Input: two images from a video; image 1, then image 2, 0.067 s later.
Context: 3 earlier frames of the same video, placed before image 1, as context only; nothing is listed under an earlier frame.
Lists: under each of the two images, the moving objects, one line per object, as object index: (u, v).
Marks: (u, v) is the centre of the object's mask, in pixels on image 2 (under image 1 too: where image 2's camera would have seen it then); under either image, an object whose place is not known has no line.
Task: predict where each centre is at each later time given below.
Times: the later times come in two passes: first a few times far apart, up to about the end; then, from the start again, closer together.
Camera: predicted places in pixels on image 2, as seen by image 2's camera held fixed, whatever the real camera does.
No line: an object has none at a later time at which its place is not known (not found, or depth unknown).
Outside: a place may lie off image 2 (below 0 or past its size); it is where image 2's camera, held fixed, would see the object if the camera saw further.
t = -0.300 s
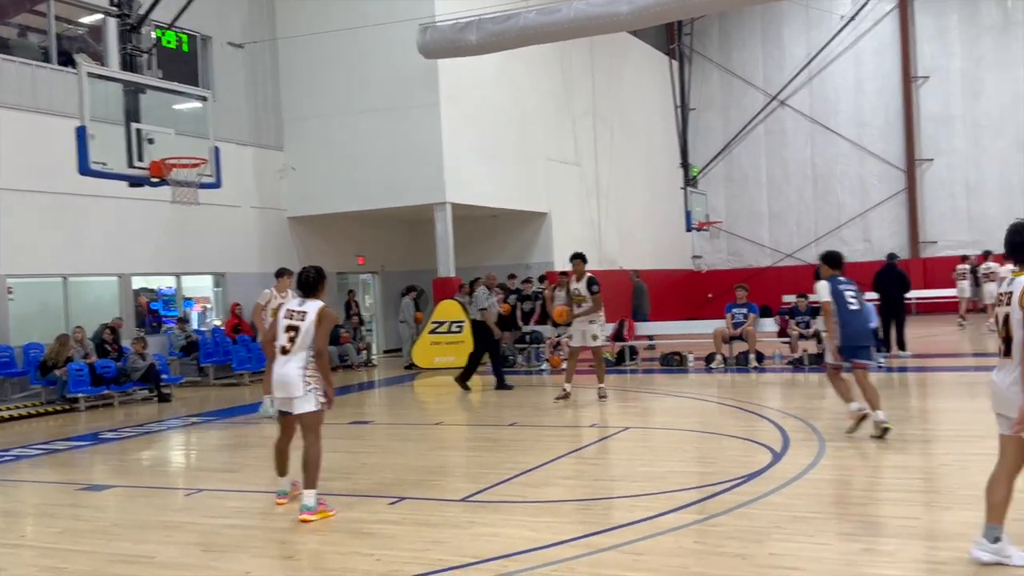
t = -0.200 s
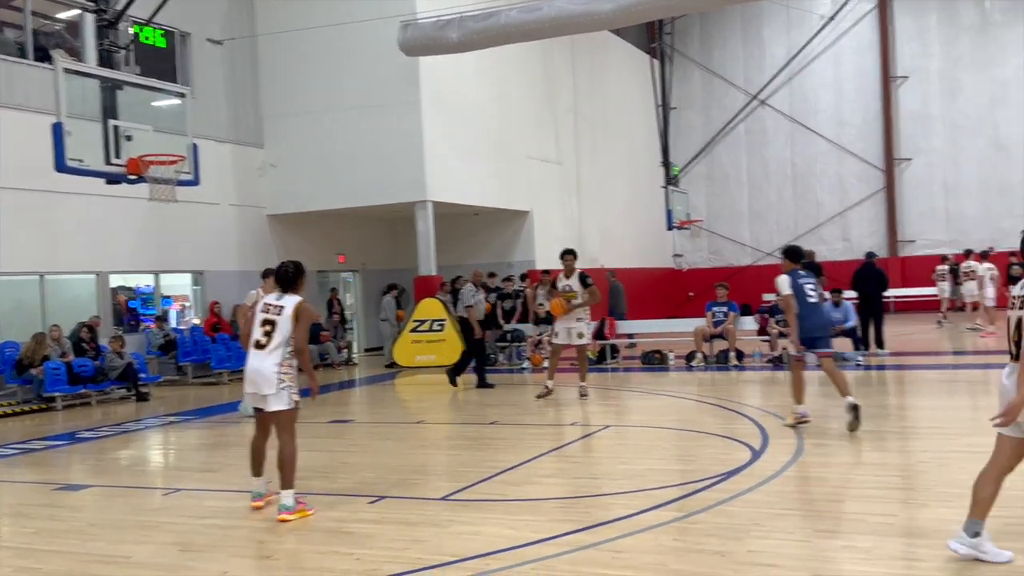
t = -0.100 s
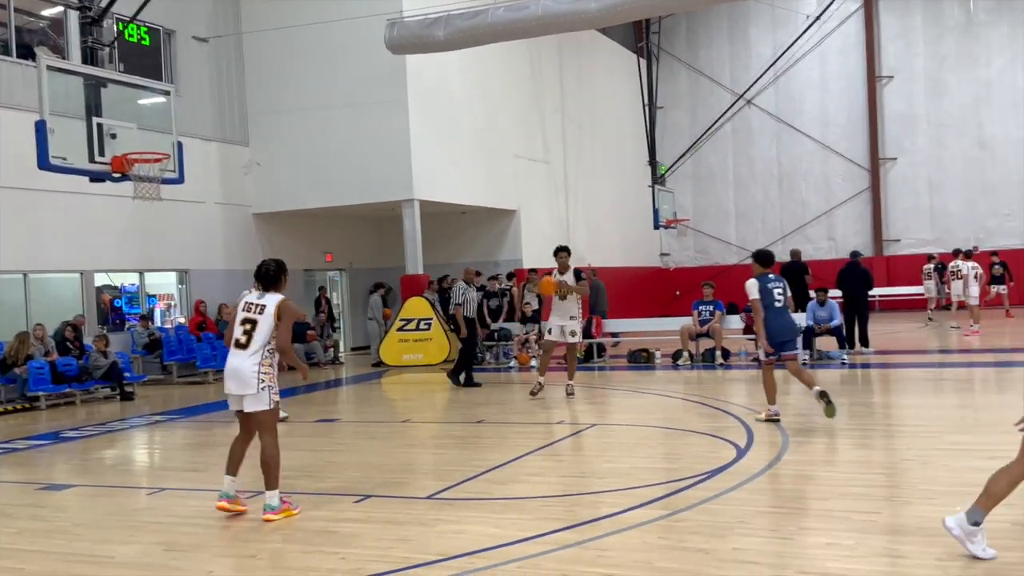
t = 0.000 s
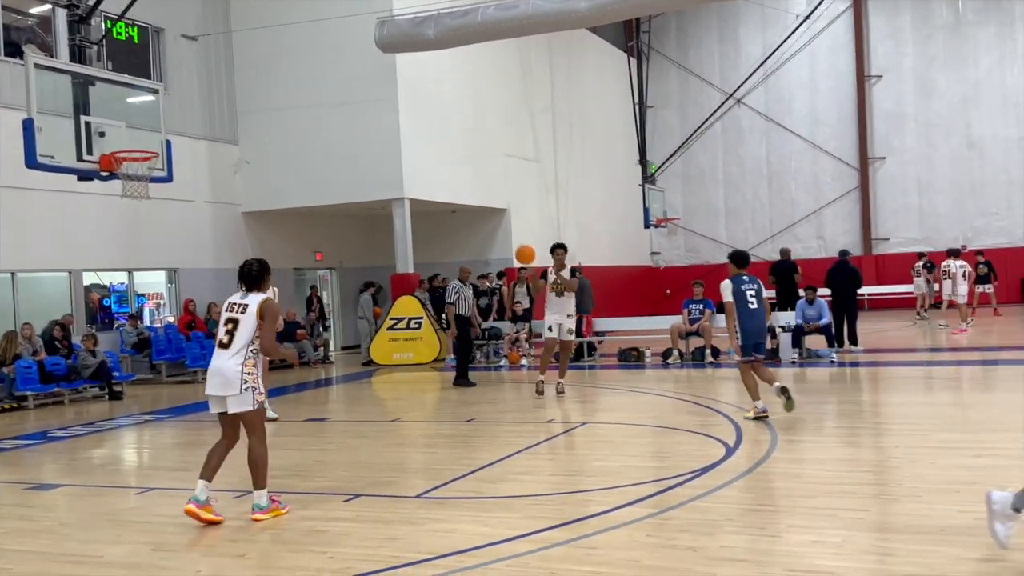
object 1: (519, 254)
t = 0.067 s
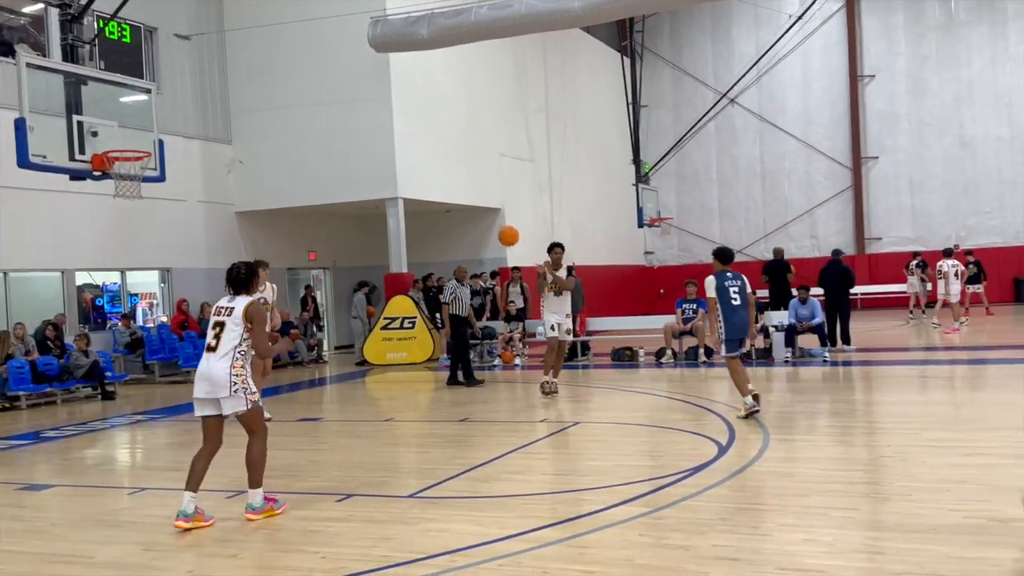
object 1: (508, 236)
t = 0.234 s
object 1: (477, 202)
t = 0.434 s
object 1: (429, 189)
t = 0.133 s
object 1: (497, 219)
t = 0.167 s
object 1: (491, 213)
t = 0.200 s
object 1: (484, 207)
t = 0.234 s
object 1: (477, 202)
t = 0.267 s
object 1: (469, 197)
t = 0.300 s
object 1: (462, 194)
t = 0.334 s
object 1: (454, 191)
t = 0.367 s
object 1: (446, 189)
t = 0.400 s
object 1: (437, 189)
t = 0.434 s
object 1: (429, 189)
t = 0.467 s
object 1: (419, 191)
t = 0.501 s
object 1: (409, 195)
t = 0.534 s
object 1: (399, 200)
